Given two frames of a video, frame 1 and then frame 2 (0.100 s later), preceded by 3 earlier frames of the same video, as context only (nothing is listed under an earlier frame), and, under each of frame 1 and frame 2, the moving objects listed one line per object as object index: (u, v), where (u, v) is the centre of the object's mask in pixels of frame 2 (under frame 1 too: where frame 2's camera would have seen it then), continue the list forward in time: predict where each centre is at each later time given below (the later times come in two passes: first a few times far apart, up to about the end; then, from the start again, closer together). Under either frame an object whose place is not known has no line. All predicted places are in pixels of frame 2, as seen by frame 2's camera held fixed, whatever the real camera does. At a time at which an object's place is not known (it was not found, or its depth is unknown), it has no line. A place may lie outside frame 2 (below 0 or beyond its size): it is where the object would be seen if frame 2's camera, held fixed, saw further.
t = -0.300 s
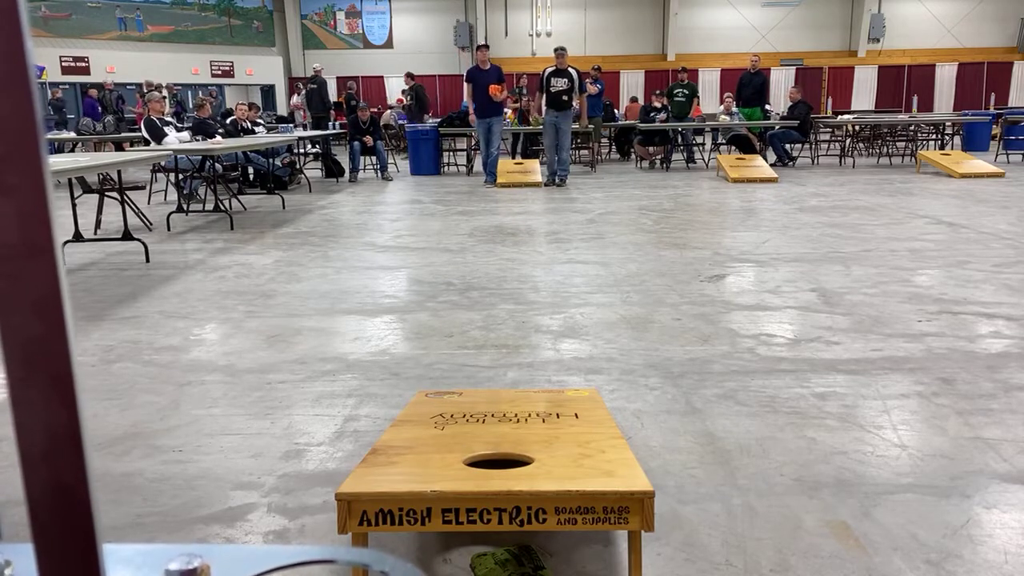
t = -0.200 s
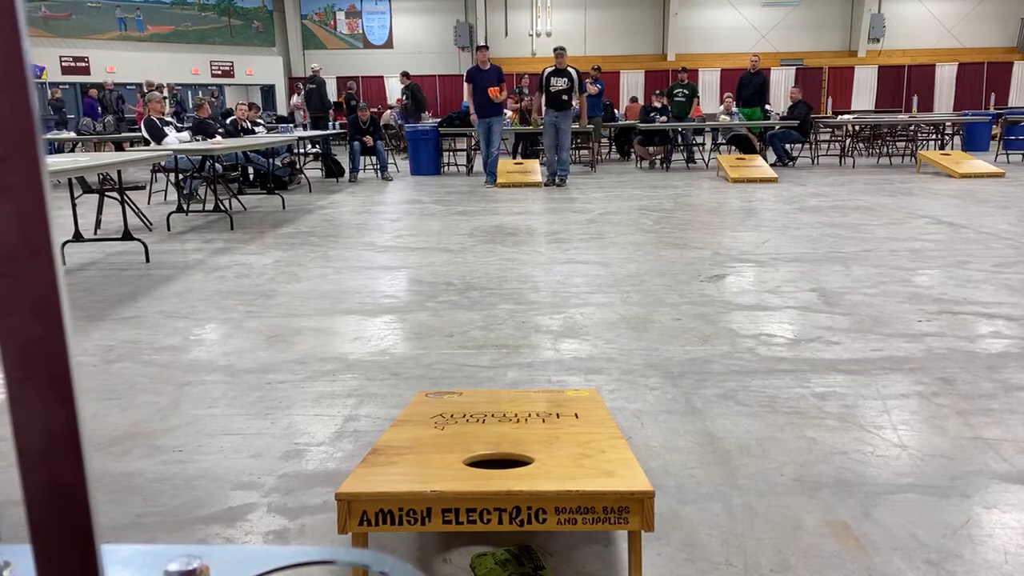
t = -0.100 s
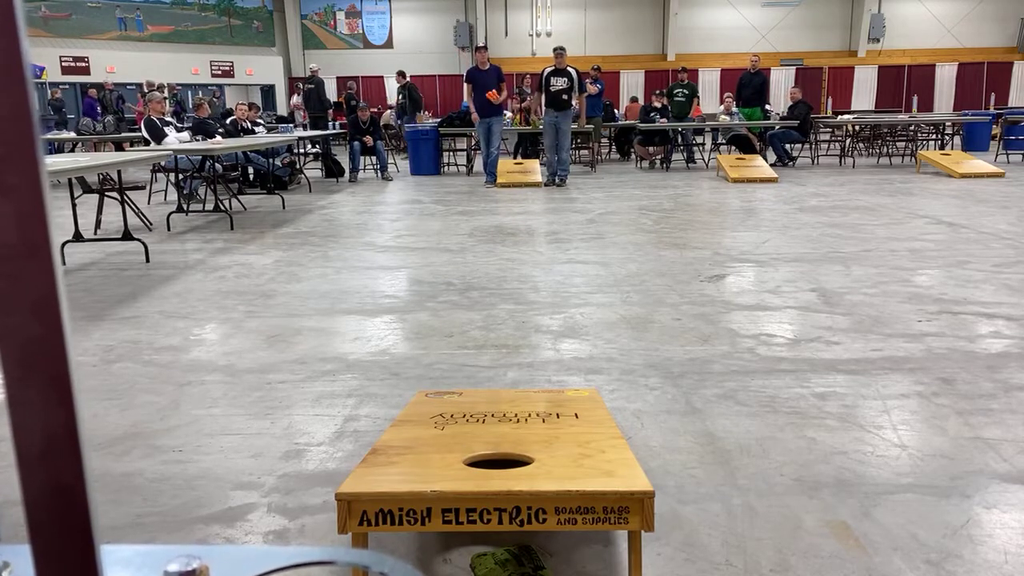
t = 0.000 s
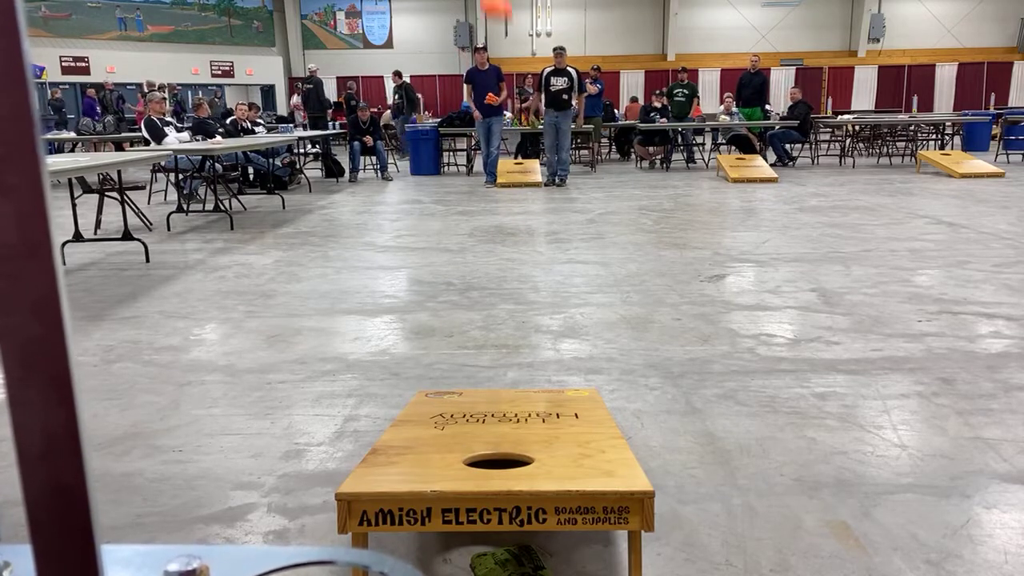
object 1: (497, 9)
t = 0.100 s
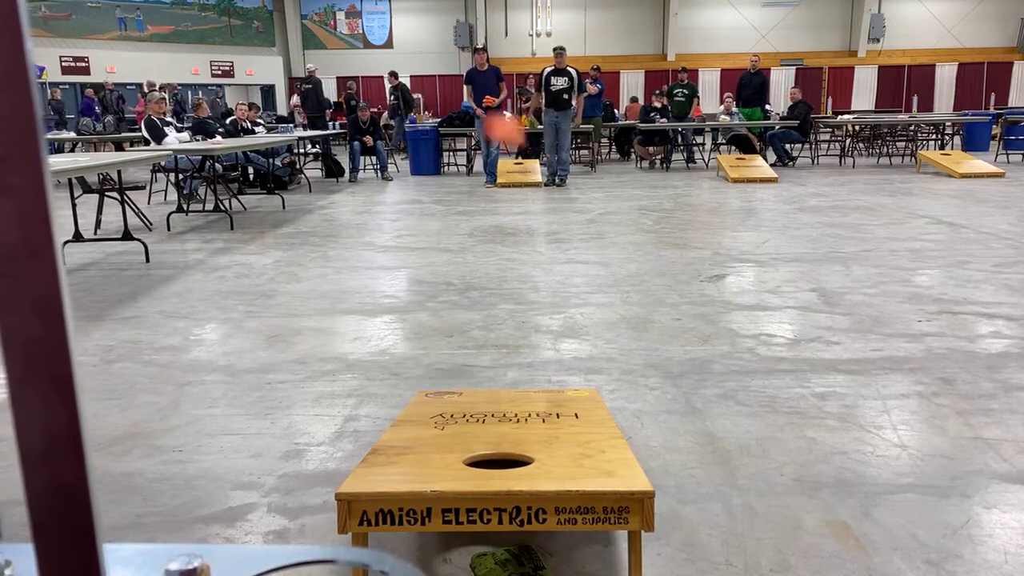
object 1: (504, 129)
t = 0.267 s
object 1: (521, 391)
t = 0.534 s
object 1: (526, 430)
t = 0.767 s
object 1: (528, 449)
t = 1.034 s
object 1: (525, 451)
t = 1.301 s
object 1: (525, 451)
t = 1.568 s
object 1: (525, 451)
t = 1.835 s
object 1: (525, 451)
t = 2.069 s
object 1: (525, 451)
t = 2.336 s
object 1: (525, 450)
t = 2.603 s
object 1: (525, 451)
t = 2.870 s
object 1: (525, 450)
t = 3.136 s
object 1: (525, 450)
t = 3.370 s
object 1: (525, 451)
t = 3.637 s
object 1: (525, 450)
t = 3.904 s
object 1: (525, 451)
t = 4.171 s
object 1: (525, 450)
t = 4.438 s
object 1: (525, 451)
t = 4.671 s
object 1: (525, 451)
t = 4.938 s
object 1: (525, 451)
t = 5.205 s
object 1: (525, 451)
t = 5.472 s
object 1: (525, 451)
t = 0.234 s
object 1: (519, 386)
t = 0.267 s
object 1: (521, 391)
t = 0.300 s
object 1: (523, 394)
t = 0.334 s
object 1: (523, 401)
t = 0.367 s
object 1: (525, 407)
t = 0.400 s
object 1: (525, 413)
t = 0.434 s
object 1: (527, 418)
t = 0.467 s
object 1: (526, 422)
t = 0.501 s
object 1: (526, 426)
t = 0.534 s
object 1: (526, 430)
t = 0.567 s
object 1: (526, 433)
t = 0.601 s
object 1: (527, 437)
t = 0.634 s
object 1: (527, 439)
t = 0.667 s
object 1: (527, 442)
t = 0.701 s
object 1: (528, 444)
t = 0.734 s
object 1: (528, 447)
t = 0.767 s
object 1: (528, 449)
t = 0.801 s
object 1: (527, 450)
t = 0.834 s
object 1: (527, 451)
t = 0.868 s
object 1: (526, 451)
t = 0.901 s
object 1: (526, 451)
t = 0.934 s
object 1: (525, 451)
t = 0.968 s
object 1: (525, 451)
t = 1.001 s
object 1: (525, 451)
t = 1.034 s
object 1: (525, 451)
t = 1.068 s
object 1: (525, 450)
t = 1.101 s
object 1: (525, 450)
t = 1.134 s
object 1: (525, 450)
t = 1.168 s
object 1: (525, 450)
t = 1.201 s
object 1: (525, 451)
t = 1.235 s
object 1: (525, 451)
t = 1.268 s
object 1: (525, 451)
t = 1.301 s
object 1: (525, 451)
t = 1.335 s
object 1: (525, 451)
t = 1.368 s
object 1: (525, 451)
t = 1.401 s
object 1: (525, 451)
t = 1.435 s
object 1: (525, 451)
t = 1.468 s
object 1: (525, 451)
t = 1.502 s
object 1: (525, 451)
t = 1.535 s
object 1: (525, 451)
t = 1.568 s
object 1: (525, 451)
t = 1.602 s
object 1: (525, 451)
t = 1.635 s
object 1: (525, 450)
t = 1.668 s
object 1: (525, 450)
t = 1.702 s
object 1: (525, 451)
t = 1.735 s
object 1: (525, 451)
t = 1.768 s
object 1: (525, 450)
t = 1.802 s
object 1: (525, 451)
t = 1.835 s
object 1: (525, 451)
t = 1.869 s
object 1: (525, 451)
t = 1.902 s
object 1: (525, 451)
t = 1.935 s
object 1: (525, 451)
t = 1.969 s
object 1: (525, 451)
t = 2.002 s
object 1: (525, 451)
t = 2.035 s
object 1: (525, 451)
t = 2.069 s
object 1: (525, 451)
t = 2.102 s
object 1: (525, 451)
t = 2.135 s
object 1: (525, 451)
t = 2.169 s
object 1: (525, 451)
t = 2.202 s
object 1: (525, 451)
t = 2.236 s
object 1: (525, 451)
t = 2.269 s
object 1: (525, 450)
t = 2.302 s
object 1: (525, 451)
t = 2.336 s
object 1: (525, 450)
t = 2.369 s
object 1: (525, 451)
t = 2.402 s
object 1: (525, 451)
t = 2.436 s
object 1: (525, 451)
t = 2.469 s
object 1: (525, 450)
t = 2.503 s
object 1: (525, 451)
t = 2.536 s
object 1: (525, 451)
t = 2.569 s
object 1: (525, 451)
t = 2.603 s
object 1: (525, 451)
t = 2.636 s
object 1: (525, 451)
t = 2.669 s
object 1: (525, 451)
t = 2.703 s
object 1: (525, 451)
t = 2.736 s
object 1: (525, 451)
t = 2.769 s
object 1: (525, 451)
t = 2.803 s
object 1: (525, 451)
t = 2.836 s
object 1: (525, 450)
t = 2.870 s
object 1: (525, 450)
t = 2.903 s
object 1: (525, 450)
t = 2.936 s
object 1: (525, 450)
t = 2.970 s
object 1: (525, 450)
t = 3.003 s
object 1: (525, 450)
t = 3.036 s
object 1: (525, 450)
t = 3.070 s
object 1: (525, 451)
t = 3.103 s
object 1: (525, 451)
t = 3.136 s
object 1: (525, 450)
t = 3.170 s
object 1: (525, 451)
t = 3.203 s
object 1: (525, 451)
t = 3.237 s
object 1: (525, 451)
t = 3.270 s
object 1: (525, 450)
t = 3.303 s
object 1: (525, 451)
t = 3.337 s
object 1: (525, 450)
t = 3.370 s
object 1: (525, 451)
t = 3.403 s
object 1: (525, 450)
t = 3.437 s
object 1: (525, 450)
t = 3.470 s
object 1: (525, 450)
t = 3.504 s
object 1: (525, 450)
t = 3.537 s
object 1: (525, 450)
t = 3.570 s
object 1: (525, 450)
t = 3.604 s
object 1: (525, 450)
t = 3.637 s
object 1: (525, 450)
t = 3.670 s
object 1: (525, 450)
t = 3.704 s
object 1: (525, 451)
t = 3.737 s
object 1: (525, 451)
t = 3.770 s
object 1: (525, 451)
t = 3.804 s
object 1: (525, 451)
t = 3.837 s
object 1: (525, 451)
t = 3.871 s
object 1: (525, 451)
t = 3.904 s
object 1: (525, 451)
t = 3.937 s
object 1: (525, 450)
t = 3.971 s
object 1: (525, 450)
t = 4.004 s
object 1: (525, 450)
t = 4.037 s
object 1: (525, 450)
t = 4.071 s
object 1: (525, 450)
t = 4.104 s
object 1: (525, 450)
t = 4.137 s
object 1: (525, 450)
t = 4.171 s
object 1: (525, 450)
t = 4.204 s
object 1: (525, 450)
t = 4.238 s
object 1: (525, 450)
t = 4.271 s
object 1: (525, 450)
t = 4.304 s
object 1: (525, 451)
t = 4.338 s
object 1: (525, 450)
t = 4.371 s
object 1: (525, 451)
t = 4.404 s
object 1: (525, 451)
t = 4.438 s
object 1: (525, 451)
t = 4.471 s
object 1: (525, 451)
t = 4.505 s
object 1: (525, 451)
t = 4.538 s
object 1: (525, 451)
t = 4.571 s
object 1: (525, 451)
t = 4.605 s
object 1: (525, 451)
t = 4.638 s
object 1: (525, 451)
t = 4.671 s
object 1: (525, 451)
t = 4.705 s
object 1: (525, 451)
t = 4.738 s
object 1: (525, 451)
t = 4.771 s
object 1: (525, 451)
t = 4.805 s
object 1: (525, 451)
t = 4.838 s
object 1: (525, 451)
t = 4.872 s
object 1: (525, 451)
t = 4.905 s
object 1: (525, 451)
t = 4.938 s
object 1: (525, 451)
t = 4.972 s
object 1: (525, 451)
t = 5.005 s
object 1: (525, 451)
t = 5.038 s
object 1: (525, 451)
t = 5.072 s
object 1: (525, 451)
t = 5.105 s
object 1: (525, 451)
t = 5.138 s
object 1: (525, 451)
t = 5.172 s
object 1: (525, 451)
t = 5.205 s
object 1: (525, 451)
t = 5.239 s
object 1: (525, 451)
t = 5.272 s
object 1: (525, 451)
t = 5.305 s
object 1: (525, 451)
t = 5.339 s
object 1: (525, 451)
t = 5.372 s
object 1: (525, 451)
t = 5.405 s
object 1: (525, 451)
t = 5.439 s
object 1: (525, 451)
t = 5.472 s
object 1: (525, 451)
